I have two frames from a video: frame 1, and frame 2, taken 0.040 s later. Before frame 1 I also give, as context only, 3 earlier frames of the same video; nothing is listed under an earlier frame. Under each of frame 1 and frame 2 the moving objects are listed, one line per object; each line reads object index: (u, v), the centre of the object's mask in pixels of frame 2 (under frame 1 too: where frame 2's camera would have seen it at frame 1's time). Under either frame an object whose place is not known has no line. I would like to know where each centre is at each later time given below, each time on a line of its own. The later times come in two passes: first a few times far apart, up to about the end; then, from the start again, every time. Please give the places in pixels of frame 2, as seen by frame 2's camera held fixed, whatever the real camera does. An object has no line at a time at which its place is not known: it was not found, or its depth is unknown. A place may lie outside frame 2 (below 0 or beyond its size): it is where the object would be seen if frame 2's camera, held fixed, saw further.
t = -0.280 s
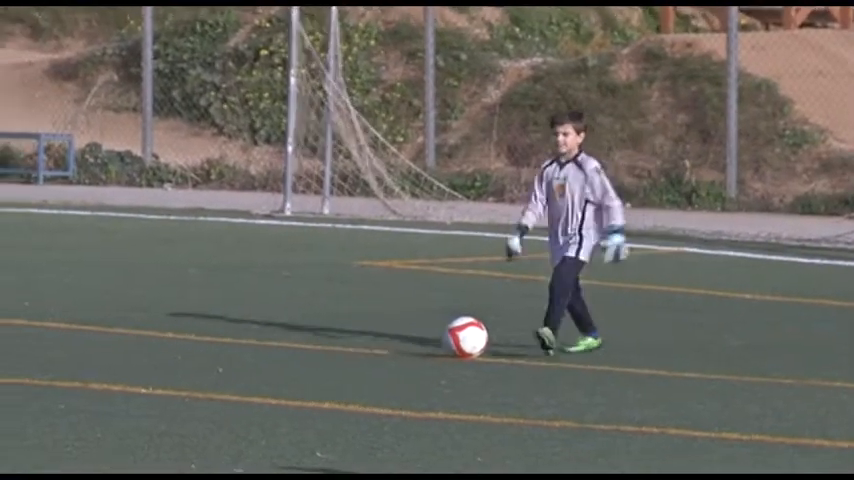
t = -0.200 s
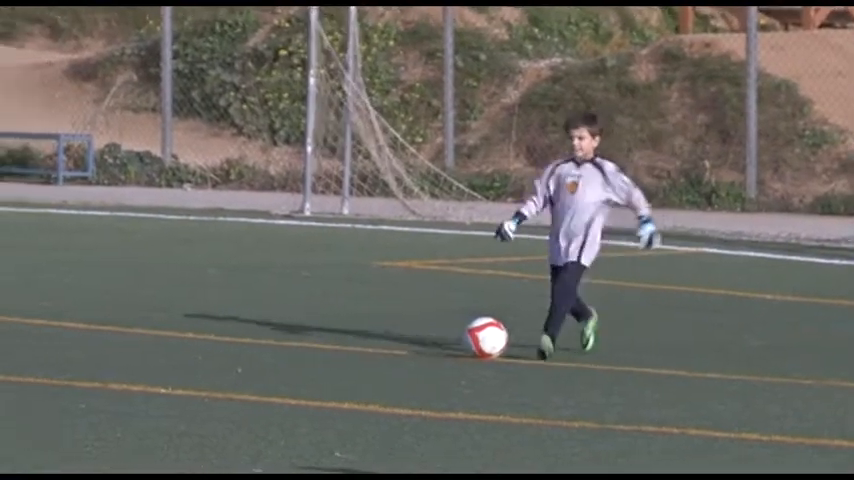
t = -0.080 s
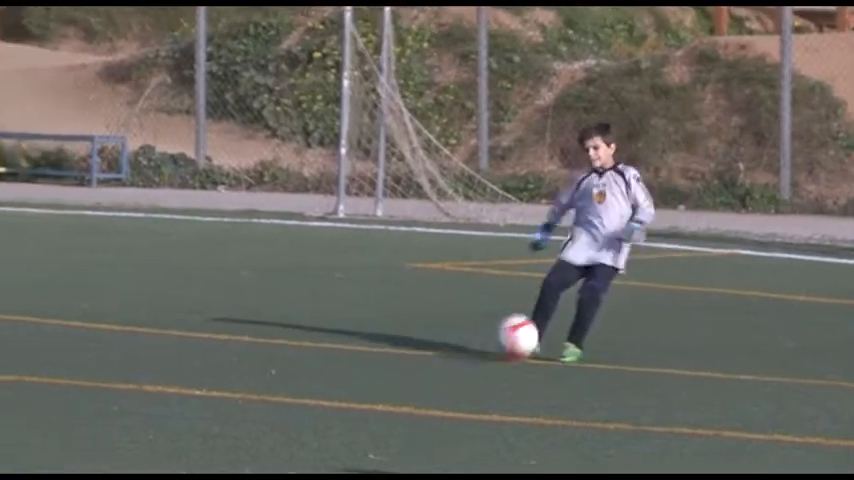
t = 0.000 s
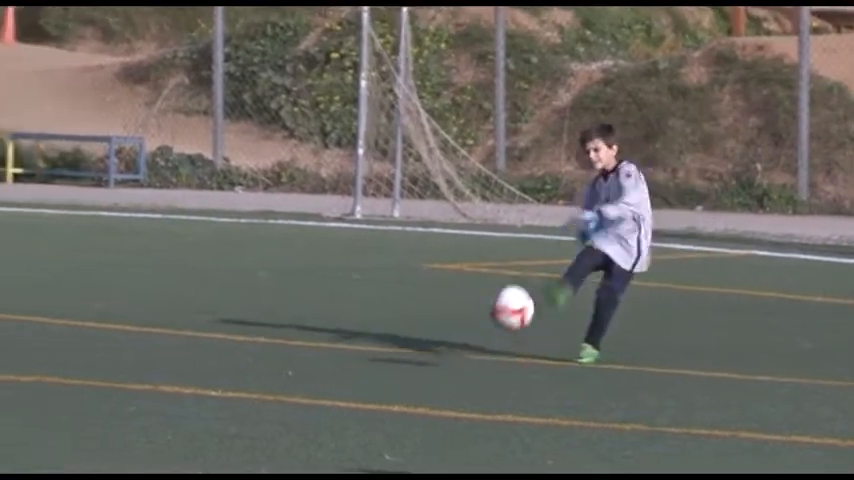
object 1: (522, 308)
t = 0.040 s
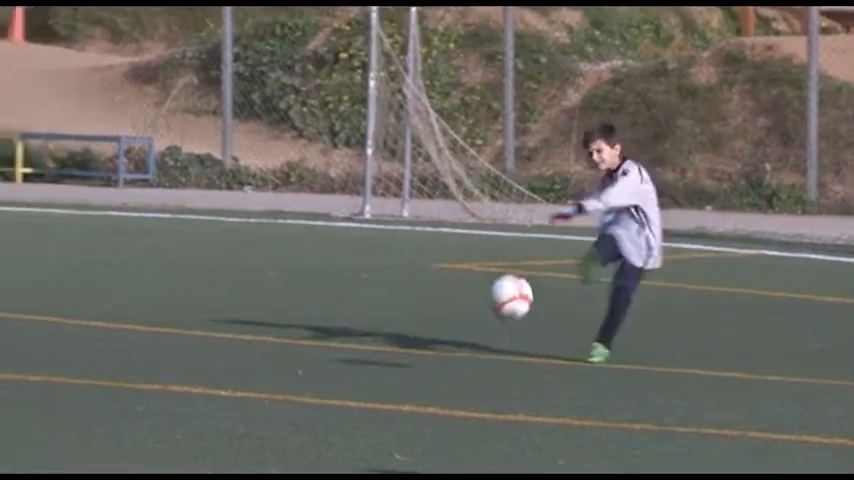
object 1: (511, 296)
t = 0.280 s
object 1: (454, 299)
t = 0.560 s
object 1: (415, 377)
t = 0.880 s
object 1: (413, 387)
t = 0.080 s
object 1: (499, 289)
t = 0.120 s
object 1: (492, 284)
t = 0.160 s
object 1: (481, 282)
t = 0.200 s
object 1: (472, 284)
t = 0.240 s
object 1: (464, 289)
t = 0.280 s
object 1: (454, 299)
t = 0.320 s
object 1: (446, 311)
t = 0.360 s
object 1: (439, 328)
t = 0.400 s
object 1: (431, 350)
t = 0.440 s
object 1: (427, 376)
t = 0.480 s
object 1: (417, 406)
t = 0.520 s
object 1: (416, 397)
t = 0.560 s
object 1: (415, 377)
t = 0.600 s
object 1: (413, 364)
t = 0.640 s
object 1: (413, 354)
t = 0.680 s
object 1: (413, 348)
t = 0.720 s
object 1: (410, 347)
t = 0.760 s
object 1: (411, 351)
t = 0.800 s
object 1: (413, 358)
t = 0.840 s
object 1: (411, 370)
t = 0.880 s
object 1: (413, 387)
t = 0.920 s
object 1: (415, 410)
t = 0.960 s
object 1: (415, 438)
